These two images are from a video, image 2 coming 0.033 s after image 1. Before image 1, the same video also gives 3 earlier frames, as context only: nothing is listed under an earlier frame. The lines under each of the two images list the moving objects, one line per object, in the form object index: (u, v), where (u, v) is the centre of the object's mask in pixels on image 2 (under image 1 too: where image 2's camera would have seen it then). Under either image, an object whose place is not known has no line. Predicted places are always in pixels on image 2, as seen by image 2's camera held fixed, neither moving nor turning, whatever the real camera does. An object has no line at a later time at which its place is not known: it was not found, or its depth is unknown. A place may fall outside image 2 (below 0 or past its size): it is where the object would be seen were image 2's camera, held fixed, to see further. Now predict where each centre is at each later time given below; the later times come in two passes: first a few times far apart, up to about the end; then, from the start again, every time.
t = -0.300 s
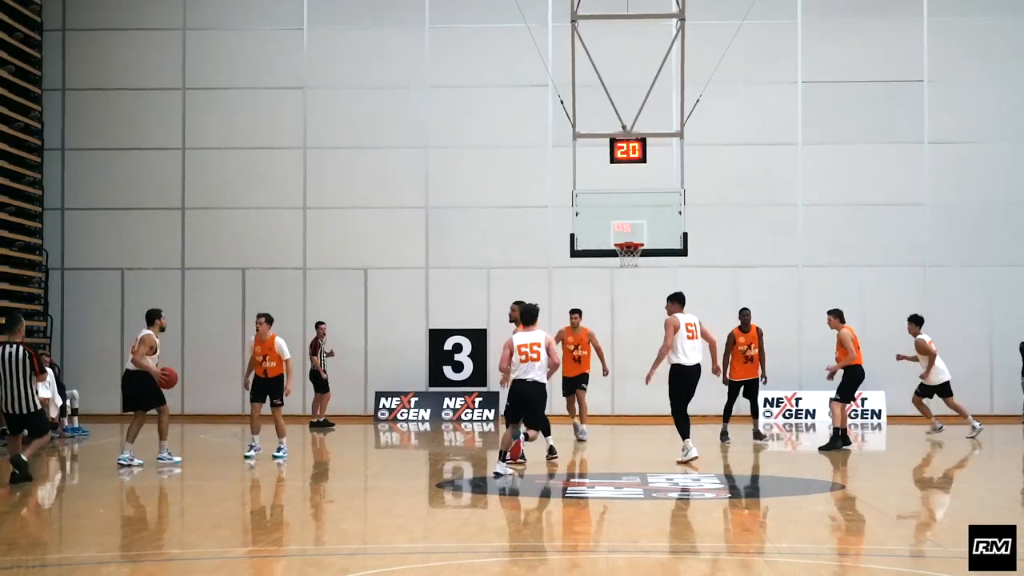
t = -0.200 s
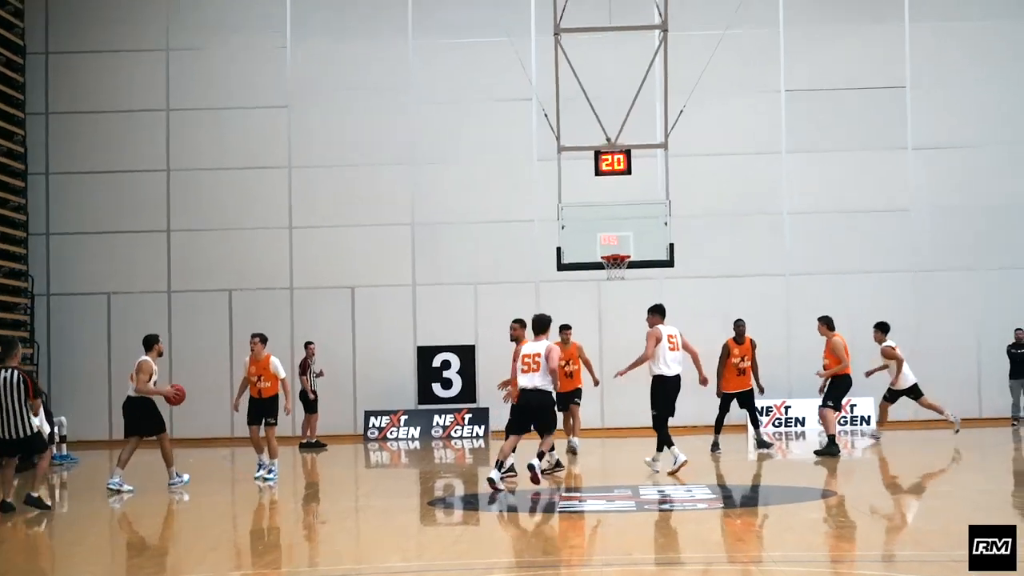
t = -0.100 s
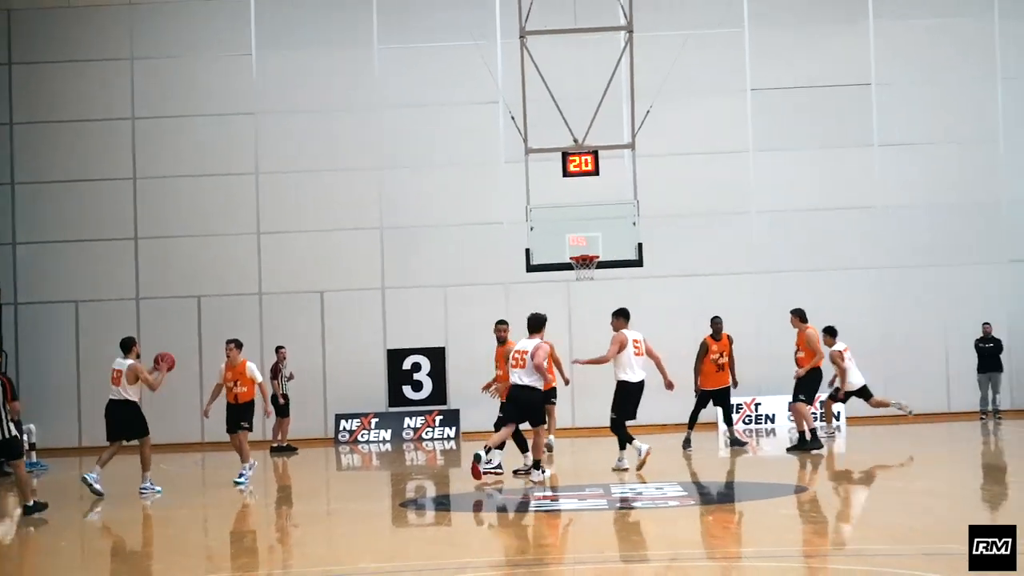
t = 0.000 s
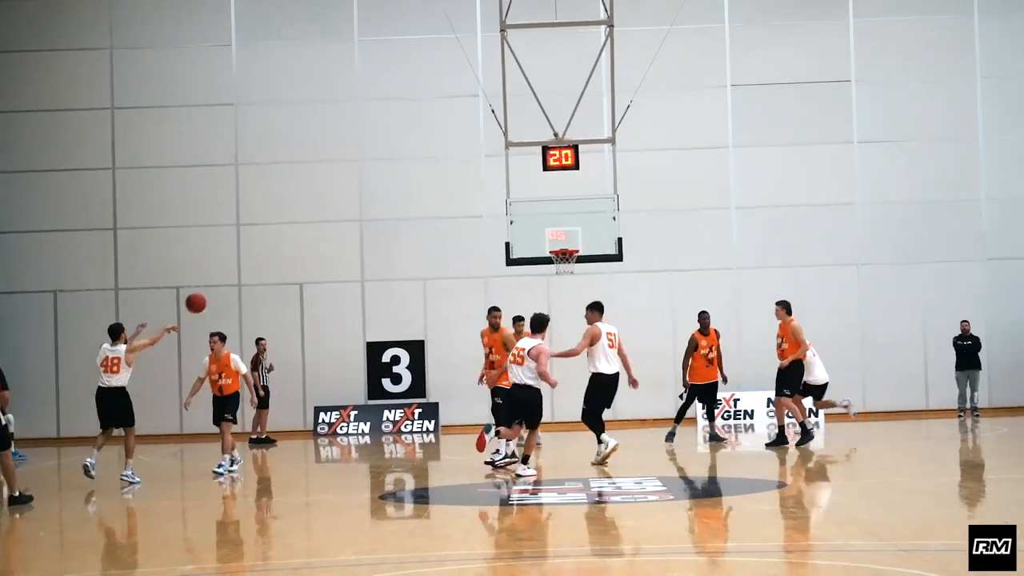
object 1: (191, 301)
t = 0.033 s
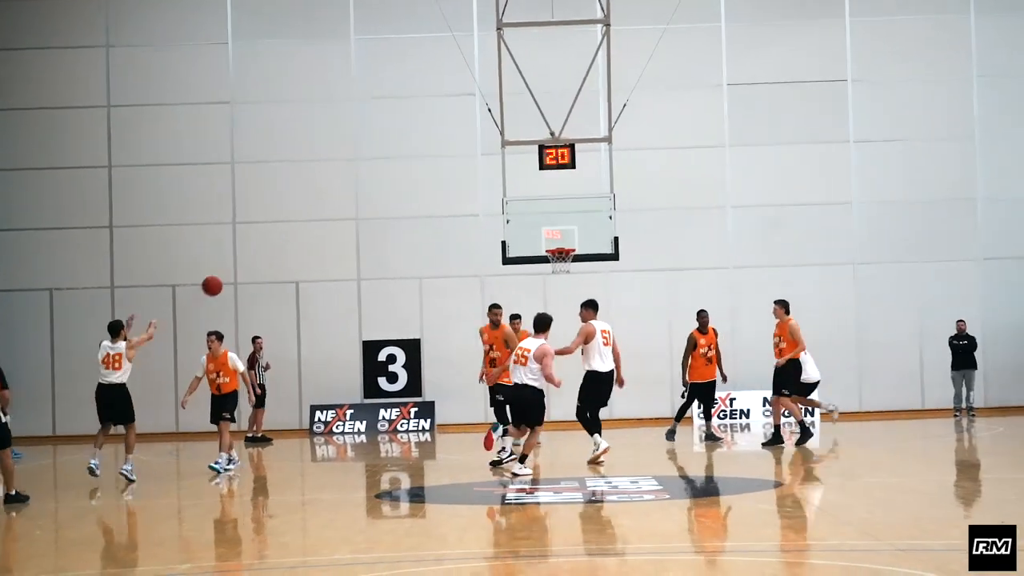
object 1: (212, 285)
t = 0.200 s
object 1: (306, 225)
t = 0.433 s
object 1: (419, 183)
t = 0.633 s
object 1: (502, 179)
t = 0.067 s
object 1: (232, 271)
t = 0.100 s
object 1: (251, 258)
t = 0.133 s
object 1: (270, 246)
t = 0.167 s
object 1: (288, 235)
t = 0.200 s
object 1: (306, 225)
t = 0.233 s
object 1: (323, 216)
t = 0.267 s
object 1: (340, 209)
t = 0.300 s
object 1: (356, 202)
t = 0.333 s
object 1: (373, 196)
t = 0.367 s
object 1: (388, 190)
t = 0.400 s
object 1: (404, 186)
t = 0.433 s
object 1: (419, 183)
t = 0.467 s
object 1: (434, 180)
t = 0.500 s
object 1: (448, 178)
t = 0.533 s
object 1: (462, 177)
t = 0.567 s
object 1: (476, 177)
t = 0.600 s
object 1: (489, 178)
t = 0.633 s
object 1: (502, 179)
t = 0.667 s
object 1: (514, 181)
